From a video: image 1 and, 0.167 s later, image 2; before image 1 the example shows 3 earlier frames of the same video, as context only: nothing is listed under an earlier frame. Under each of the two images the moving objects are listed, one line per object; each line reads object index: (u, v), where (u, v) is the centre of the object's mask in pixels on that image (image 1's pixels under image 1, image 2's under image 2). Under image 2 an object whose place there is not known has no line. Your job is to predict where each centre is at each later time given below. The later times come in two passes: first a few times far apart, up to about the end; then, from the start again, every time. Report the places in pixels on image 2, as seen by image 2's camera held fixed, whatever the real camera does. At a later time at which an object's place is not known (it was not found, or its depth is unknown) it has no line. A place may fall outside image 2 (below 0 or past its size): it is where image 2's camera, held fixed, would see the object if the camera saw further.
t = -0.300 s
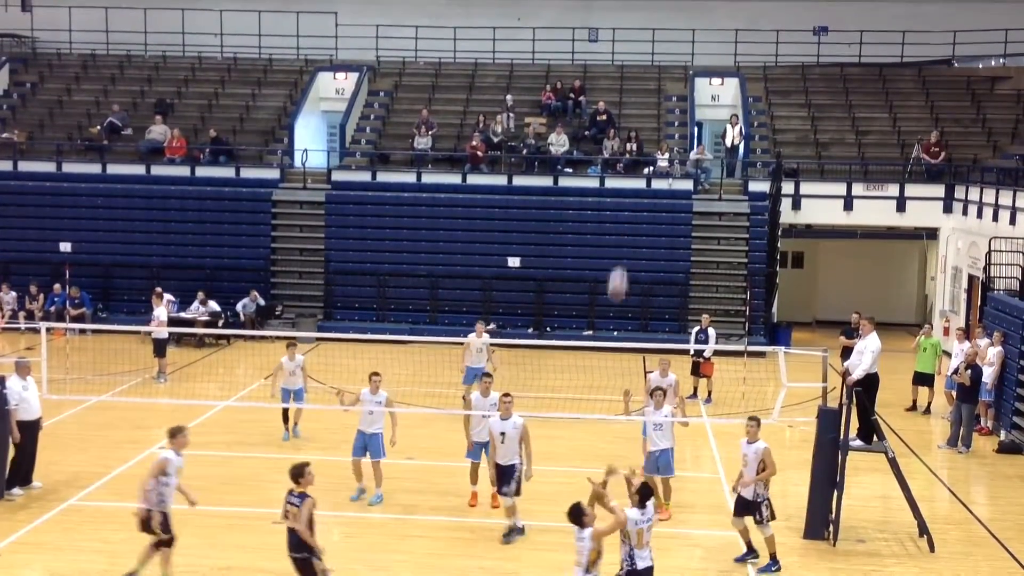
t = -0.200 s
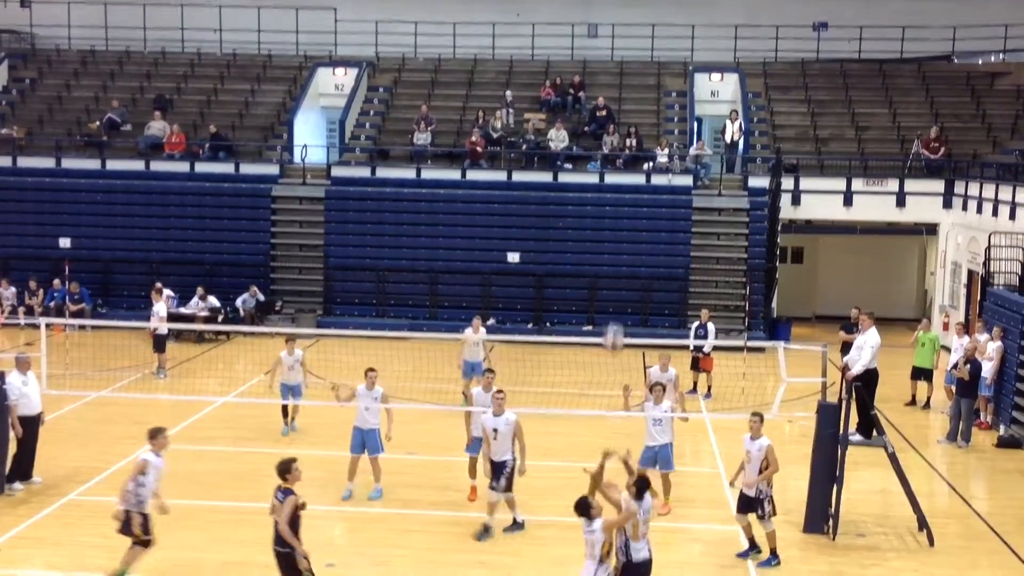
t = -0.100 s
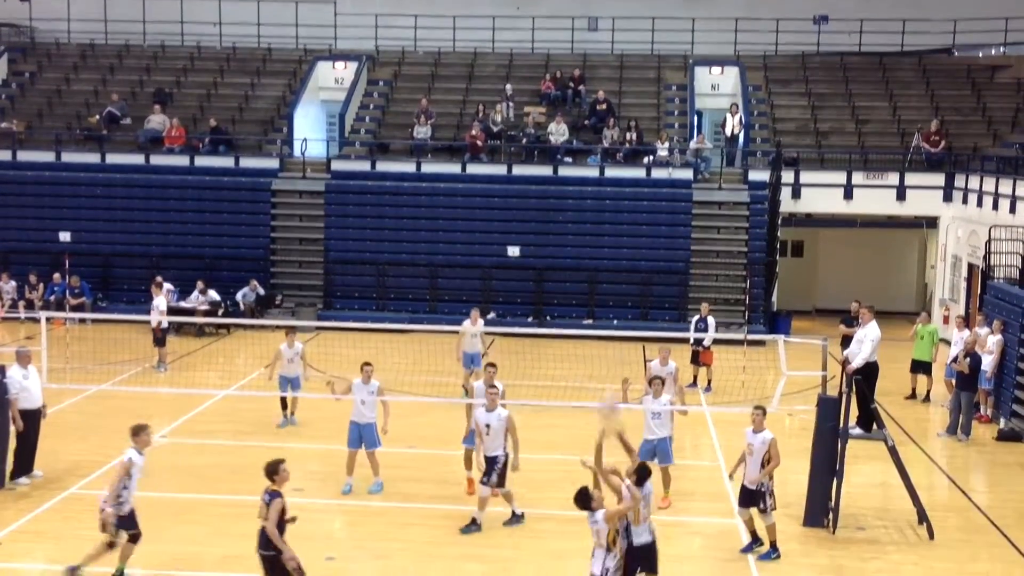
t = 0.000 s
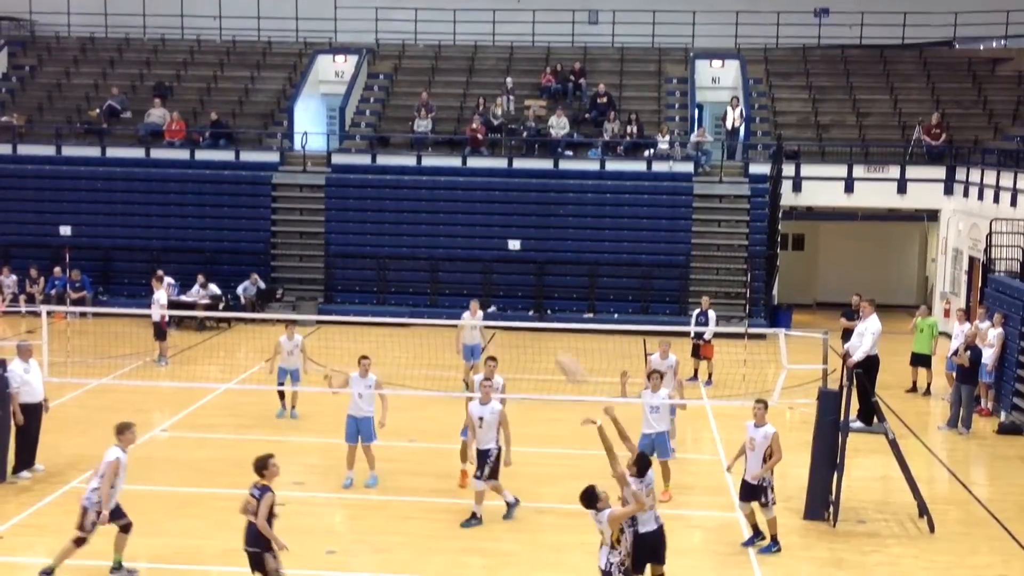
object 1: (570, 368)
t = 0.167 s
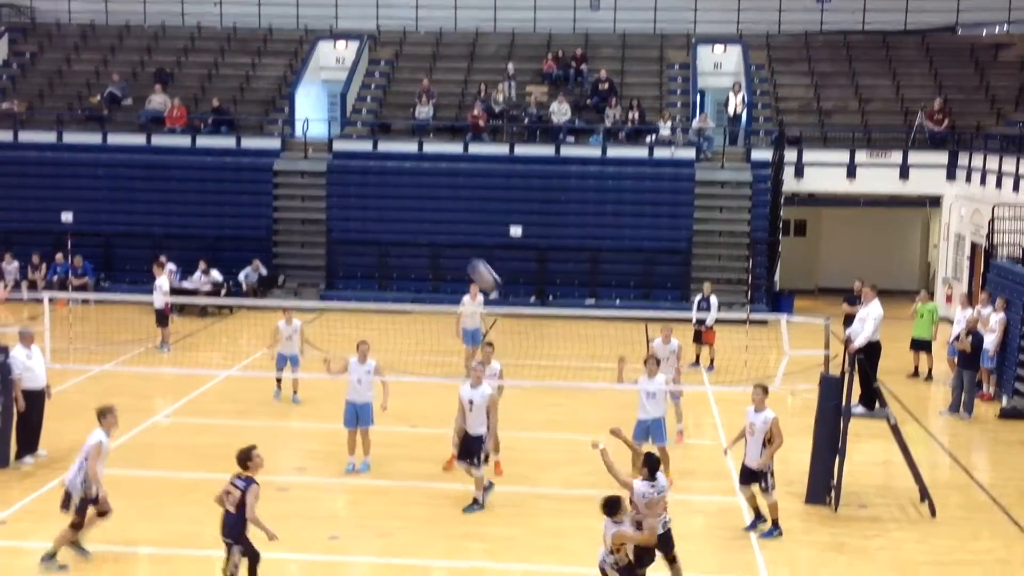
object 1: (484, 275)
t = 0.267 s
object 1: (433, 245)
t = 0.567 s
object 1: (289, 211)
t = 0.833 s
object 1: (170, 253)
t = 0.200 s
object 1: (467, 264)
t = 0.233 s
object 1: (450, 254)
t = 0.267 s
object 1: (433, 245)
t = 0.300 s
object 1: (417, 237)
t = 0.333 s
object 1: (400, 229)
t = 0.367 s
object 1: (384, 224)
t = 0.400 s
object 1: (368, 219)
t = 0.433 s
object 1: (352, 215)
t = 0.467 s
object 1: (336, 212)
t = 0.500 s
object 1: (320, 211)
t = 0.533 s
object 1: (305, 211)
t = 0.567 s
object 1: (289, 211)
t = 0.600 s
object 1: (273, 213)
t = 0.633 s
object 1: (258, 215)
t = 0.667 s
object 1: (243, 219)
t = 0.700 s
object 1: (229, 224)
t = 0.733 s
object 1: (214, 229)
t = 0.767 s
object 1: (199, 236)
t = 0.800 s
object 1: (184, 244)
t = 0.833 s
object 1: (170, 253)
